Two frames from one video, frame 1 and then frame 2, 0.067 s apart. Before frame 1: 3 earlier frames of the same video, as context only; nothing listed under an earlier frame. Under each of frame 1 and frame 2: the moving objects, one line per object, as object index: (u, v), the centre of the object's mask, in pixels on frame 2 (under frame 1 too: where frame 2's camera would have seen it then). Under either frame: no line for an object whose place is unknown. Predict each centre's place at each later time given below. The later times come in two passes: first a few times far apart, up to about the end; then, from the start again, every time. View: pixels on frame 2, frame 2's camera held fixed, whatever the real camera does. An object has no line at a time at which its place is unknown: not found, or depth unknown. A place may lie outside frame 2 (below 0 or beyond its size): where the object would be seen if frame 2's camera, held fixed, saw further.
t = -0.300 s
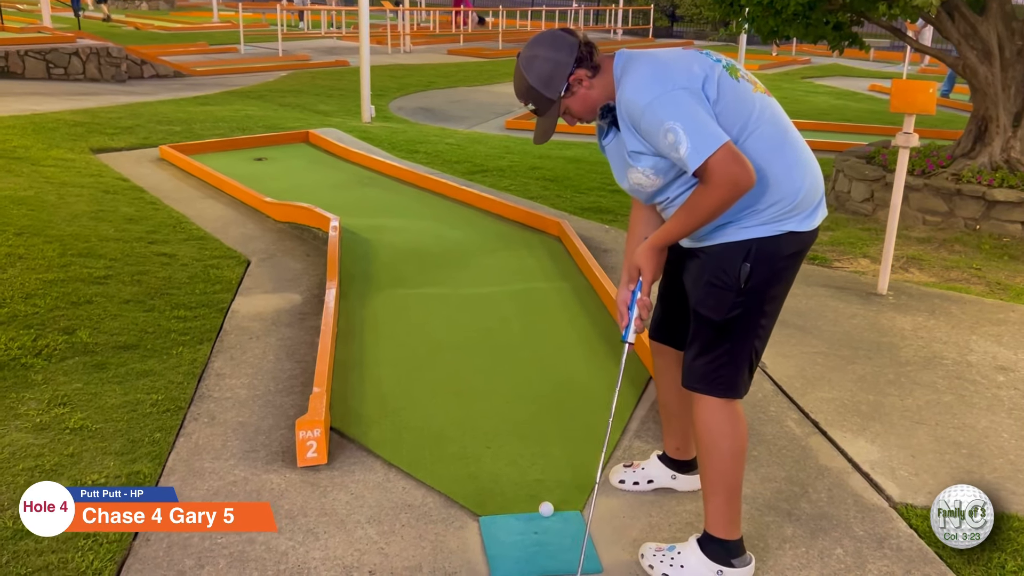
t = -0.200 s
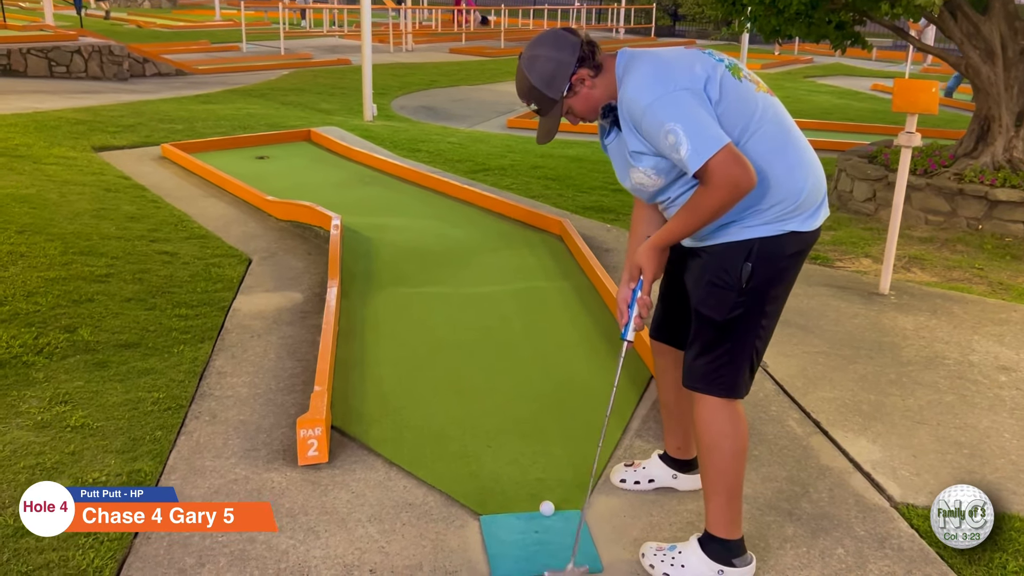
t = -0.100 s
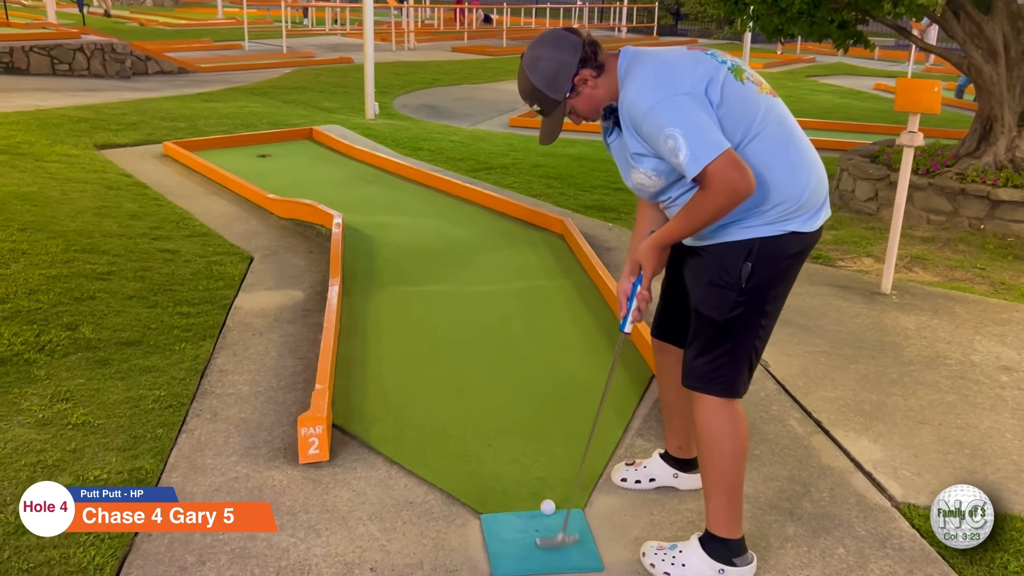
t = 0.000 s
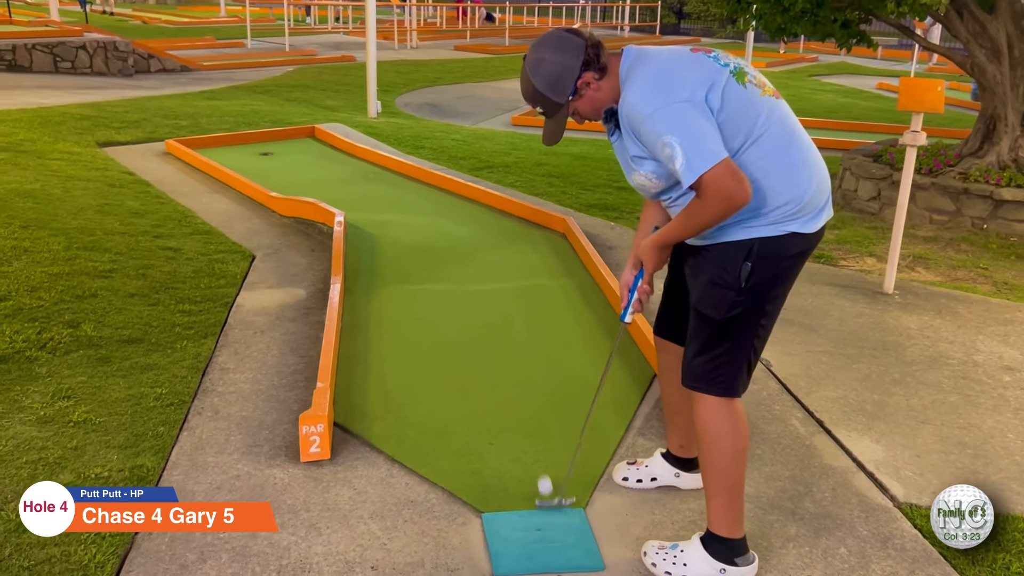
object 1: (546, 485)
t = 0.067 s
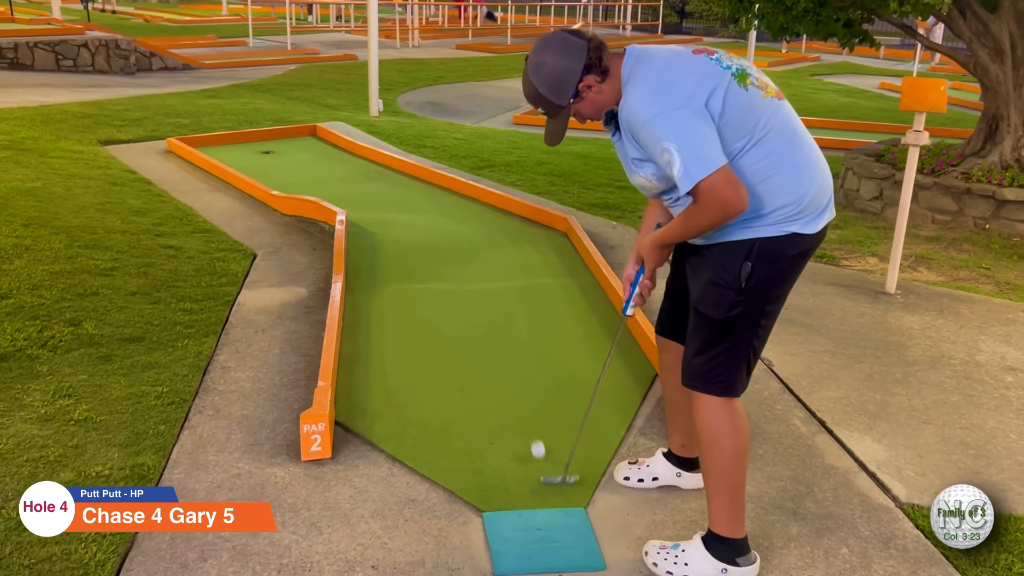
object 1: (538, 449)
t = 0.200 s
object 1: (527, 397)
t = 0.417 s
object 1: (517, 343)
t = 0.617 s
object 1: (510, 308)
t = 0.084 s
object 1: (536, 441)
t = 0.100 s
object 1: (535, 433)
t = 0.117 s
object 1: (533, 427)
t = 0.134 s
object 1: (532, 421)
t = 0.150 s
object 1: (531, 413)
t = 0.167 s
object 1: (529, 407)
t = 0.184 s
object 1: (528, 401)
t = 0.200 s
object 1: (527, 397)
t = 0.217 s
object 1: (526, 391)
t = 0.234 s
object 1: (525, 386)
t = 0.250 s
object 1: (524, 381)
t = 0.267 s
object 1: (523, 377)
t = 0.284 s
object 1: (522, 372)
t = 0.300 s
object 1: (522, 368)
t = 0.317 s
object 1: (521, 364)
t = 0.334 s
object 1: (520, 361)
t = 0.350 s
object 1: (519, 357)
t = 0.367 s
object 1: (519, 353)
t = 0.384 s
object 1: (518, 350)
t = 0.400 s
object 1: (517, 347)
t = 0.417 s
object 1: (517, 343)
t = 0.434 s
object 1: (516, 340)
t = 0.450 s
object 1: (515, 337)
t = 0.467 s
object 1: (515, 333)
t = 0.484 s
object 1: (514, 330)
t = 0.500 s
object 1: (514, 327)
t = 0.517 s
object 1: (513, 325)
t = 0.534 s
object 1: (513, 321)
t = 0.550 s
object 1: (512, 319)
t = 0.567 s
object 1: (511, 316)
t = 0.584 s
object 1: (511, 313)
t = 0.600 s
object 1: (510, 311)
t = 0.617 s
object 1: (510, 308)
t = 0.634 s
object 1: (509, 305)
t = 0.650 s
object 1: (509, 303)
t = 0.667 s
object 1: (508, 300)
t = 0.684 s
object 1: (508, 298)
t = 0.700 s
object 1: (507, 295)
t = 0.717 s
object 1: (507, 293)
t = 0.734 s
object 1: (506, 291)
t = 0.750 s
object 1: (506, 288)
